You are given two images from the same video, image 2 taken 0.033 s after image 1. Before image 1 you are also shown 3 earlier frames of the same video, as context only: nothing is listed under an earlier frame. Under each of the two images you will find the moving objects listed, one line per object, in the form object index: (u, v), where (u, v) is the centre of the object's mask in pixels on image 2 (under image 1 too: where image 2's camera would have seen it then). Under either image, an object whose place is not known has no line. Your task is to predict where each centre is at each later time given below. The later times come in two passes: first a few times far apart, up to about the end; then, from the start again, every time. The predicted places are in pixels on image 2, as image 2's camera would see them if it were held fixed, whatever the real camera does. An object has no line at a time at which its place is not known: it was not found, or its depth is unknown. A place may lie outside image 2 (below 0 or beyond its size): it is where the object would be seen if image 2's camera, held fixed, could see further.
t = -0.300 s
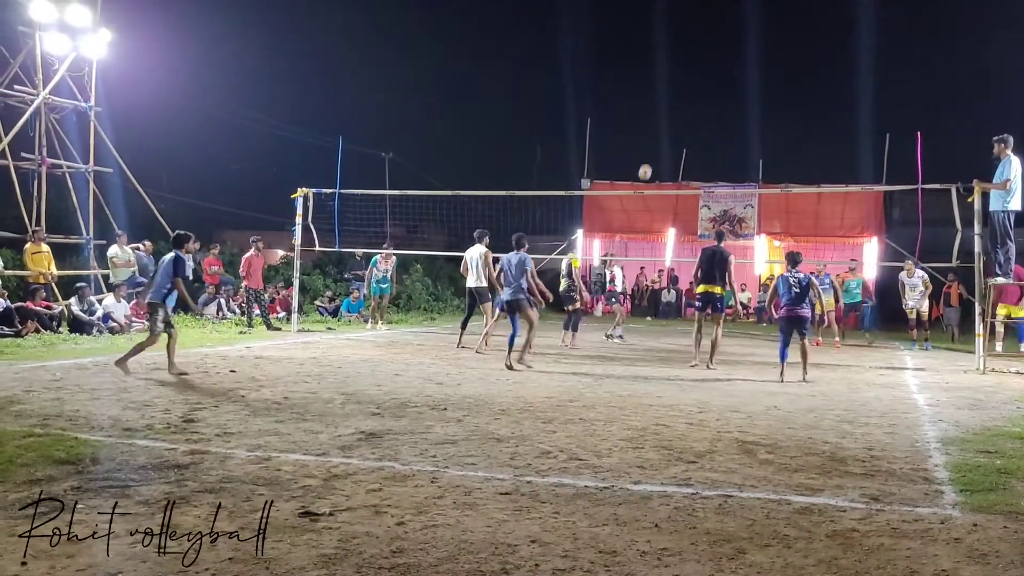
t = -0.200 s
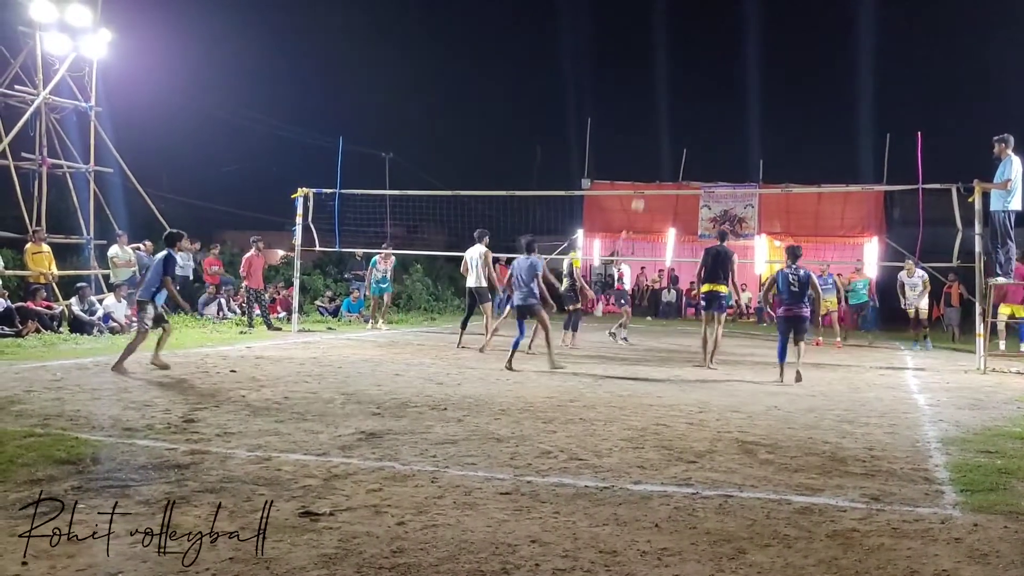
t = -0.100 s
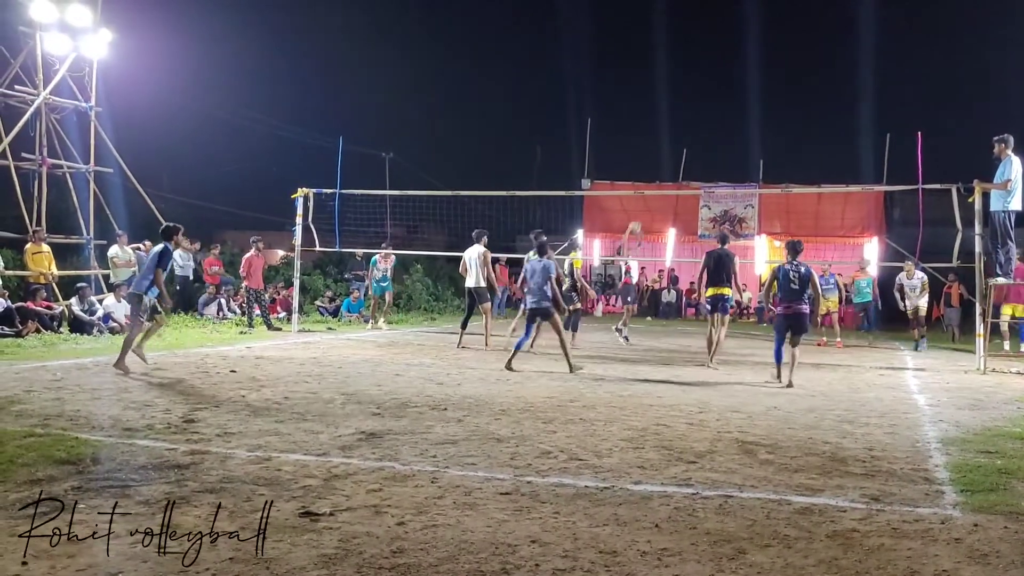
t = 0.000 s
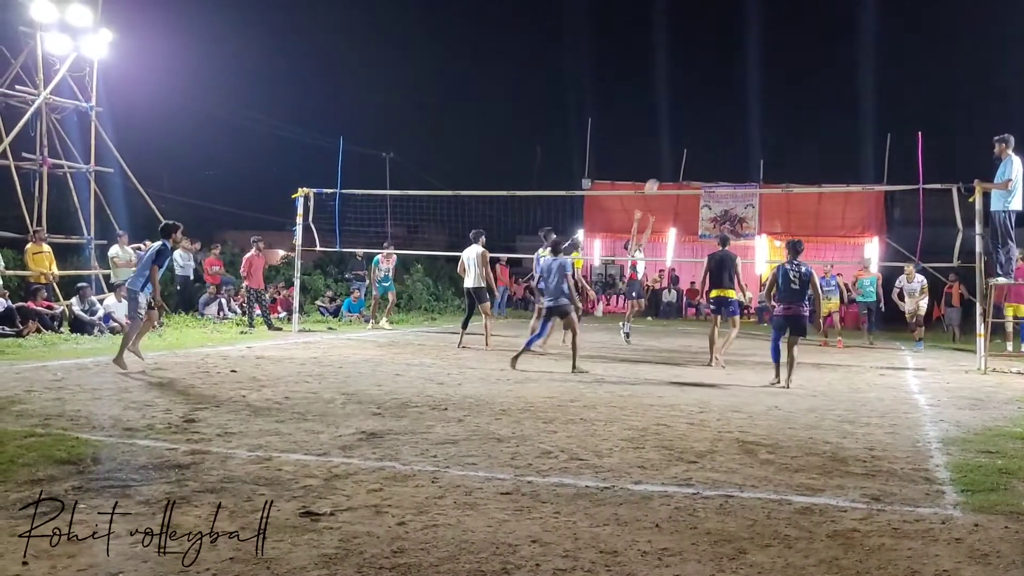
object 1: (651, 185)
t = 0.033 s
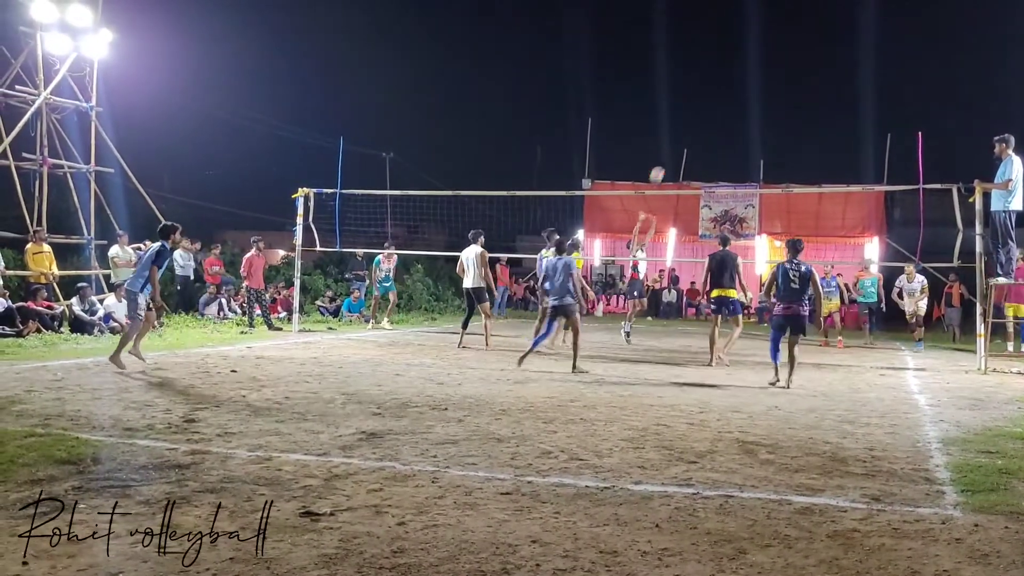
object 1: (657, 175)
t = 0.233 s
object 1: (691, 111)
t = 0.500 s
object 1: (738, 60)
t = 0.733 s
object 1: (779, 50)
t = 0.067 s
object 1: (662, 163)
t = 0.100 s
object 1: (668, 151)
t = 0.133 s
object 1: (674, 140)
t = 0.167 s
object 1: (680, 130)
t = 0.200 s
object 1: (686, 120)
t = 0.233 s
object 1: (691, 111)
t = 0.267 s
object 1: (697, 103)
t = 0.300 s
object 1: (703, 94)
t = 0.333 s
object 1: (709, 87)
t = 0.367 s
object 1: (714, 81)
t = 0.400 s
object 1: (720, 74)
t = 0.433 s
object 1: (726, 69)
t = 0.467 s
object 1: (732, 64)
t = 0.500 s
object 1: (738, 60)
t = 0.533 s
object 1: (744, 56)
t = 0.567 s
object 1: (750, 54)
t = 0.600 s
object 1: (756, 52)
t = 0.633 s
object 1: (762, 50)
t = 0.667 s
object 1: (768, 49)
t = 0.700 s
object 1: (774, 49)
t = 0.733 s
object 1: (779, 50)
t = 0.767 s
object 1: (785, 51)
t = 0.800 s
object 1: (791, 53)
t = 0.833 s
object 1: (797, 56)
